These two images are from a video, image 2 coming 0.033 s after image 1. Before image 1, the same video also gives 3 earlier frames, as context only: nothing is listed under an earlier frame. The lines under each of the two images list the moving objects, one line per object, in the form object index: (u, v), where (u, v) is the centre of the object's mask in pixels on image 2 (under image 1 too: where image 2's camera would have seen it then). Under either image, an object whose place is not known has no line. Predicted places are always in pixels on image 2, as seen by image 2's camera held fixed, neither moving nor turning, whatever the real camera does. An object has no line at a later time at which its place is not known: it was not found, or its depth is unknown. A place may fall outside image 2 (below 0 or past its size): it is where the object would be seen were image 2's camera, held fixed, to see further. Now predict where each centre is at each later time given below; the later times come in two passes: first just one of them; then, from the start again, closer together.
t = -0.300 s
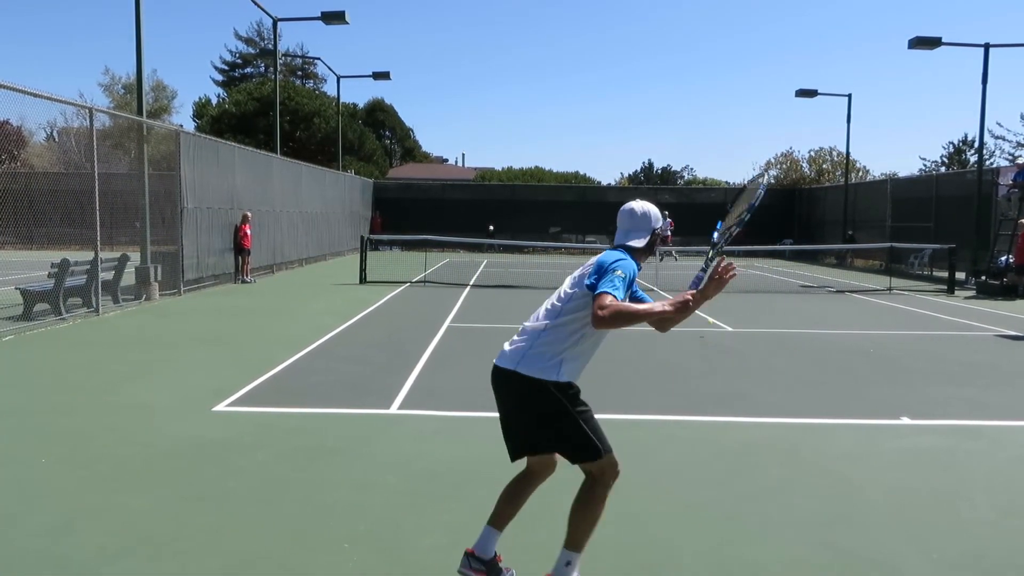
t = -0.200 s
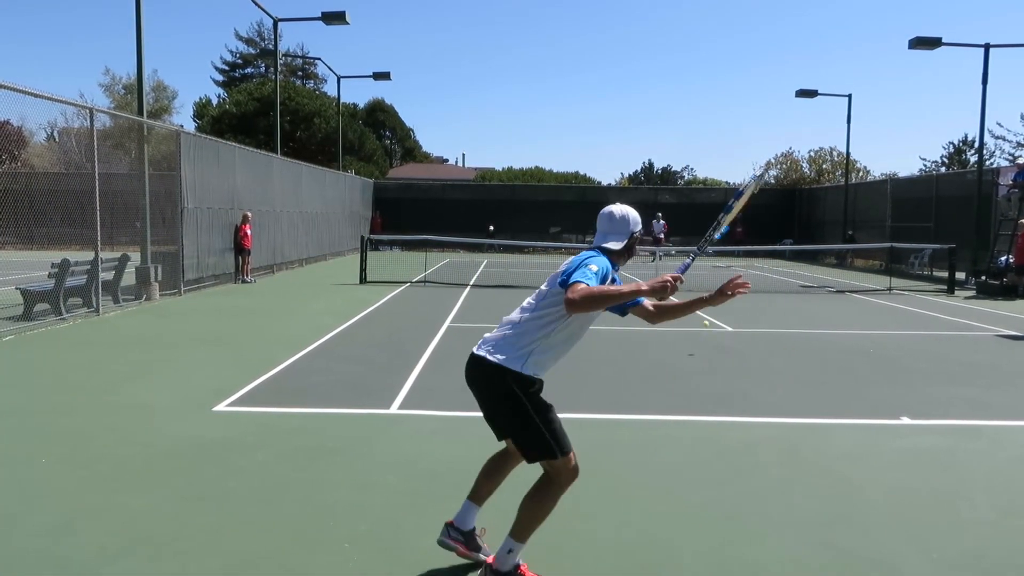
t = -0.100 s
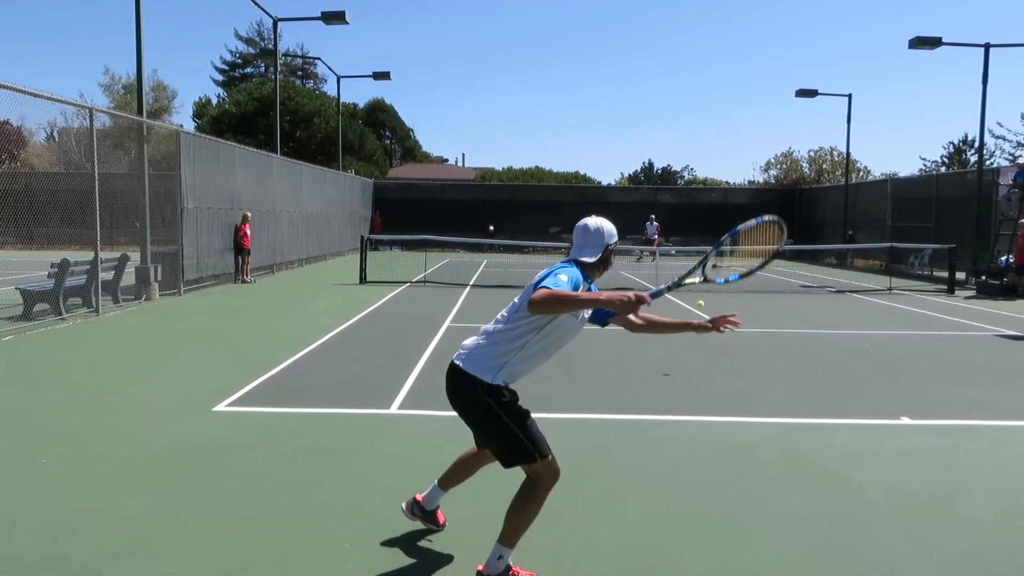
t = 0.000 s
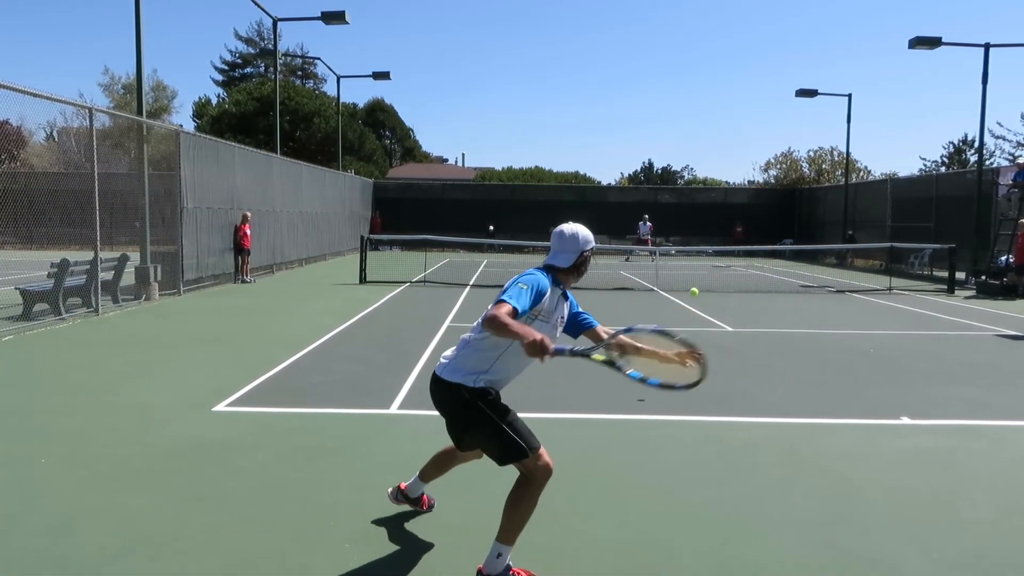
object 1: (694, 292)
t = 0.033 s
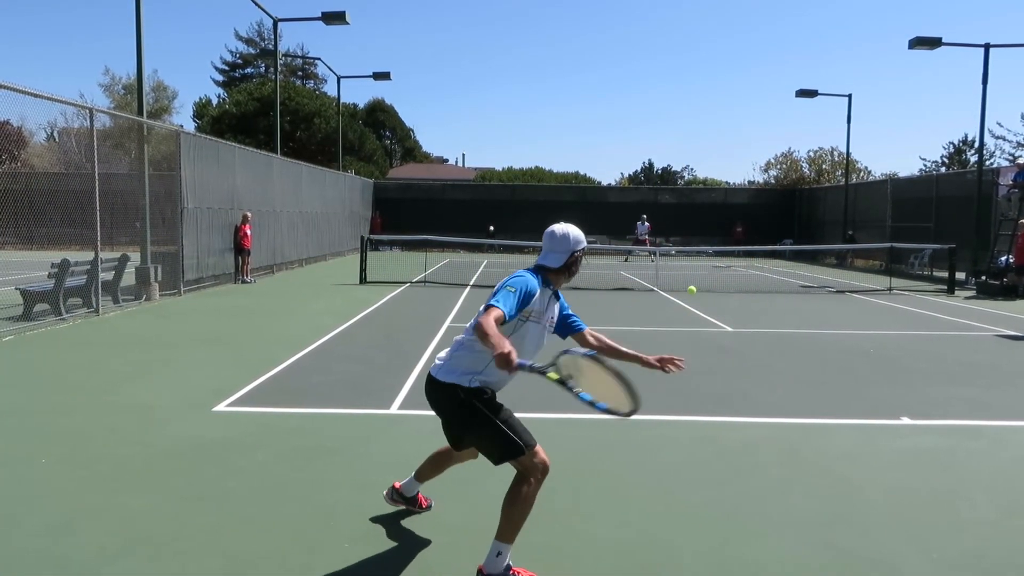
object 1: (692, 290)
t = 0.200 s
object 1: (674, 307)
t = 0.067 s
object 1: (689, 289)
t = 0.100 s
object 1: (686, 290)
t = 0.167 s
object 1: (678, 299)
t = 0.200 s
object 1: (674, 307)
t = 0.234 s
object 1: (669, 318)
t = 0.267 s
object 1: (663, 333)
